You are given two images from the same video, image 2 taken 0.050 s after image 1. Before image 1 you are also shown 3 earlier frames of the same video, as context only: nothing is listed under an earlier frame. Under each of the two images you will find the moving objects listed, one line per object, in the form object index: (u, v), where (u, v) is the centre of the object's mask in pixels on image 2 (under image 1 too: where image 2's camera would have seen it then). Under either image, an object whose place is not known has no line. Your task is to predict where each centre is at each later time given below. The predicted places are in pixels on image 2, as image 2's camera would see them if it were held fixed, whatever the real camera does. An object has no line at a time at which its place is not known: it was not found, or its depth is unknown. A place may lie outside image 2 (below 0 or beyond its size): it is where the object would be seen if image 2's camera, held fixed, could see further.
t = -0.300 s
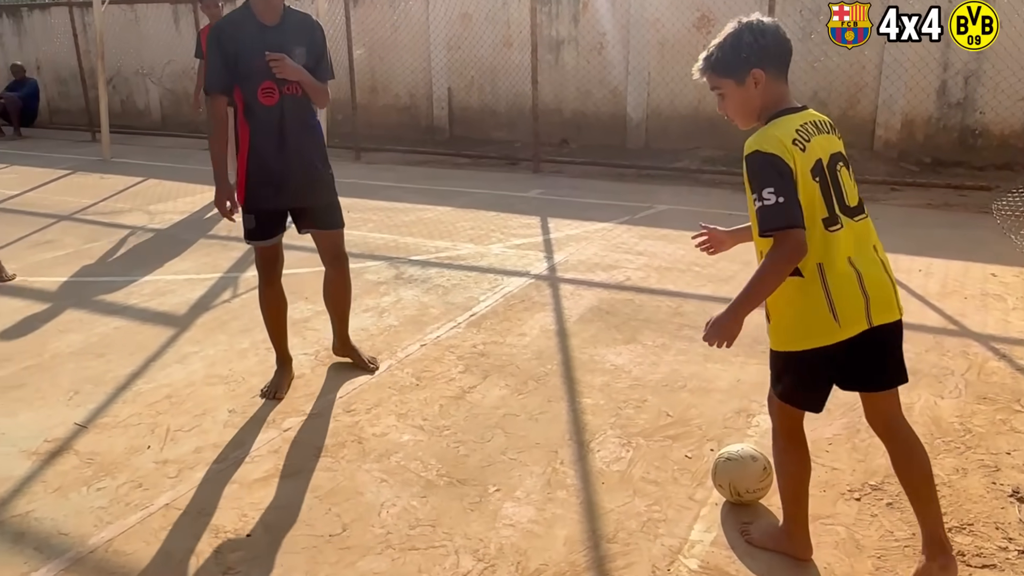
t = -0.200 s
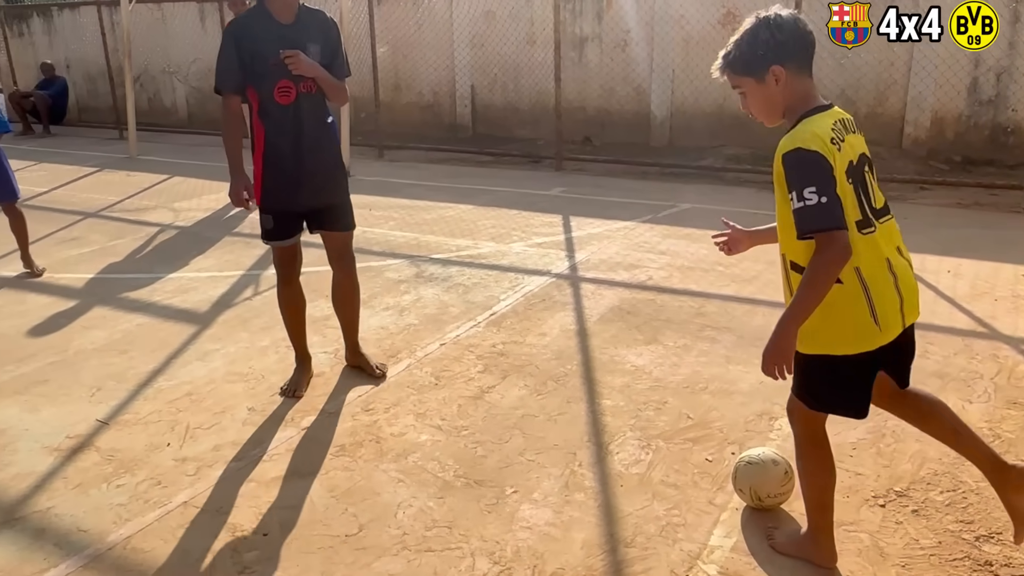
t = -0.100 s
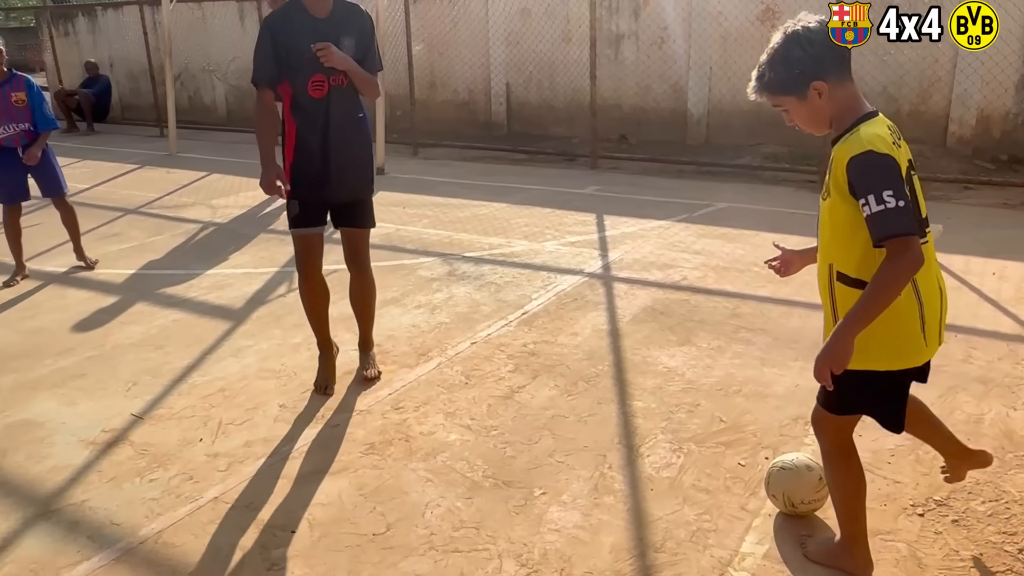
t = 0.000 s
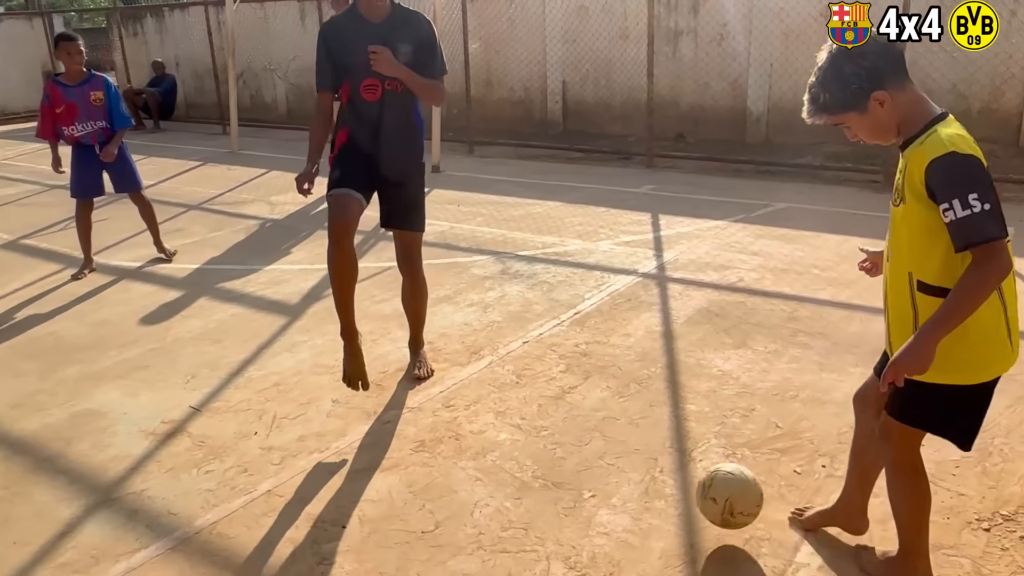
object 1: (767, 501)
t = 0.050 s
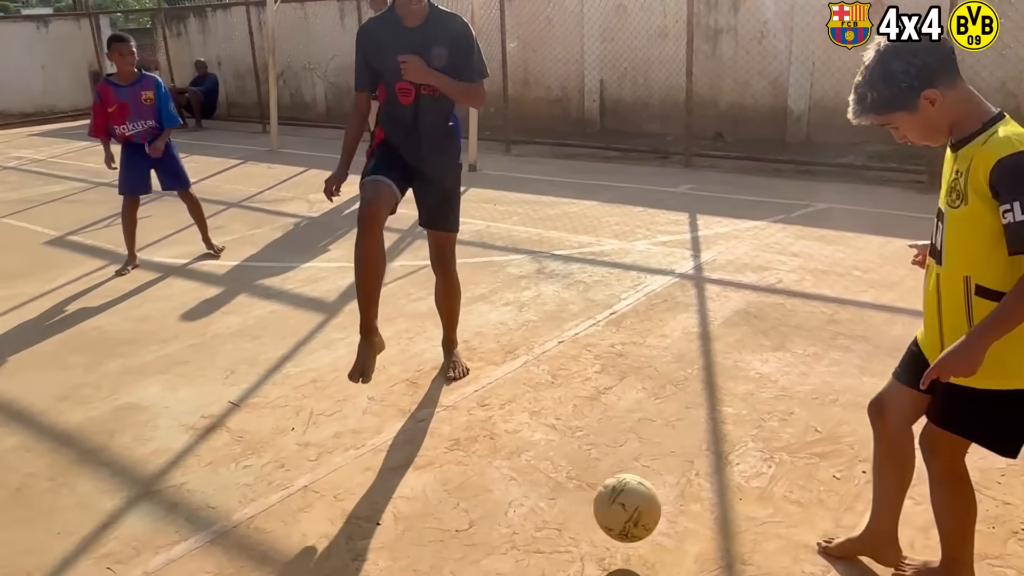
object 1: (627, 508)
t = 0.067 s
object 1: (580, 513)
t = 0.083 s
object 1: (532, 519)
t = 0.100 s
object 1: (484, 525)
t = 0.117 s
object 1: (437, 532)
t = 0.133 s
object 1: (389, 539)
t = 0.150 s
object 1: (342, 548)
